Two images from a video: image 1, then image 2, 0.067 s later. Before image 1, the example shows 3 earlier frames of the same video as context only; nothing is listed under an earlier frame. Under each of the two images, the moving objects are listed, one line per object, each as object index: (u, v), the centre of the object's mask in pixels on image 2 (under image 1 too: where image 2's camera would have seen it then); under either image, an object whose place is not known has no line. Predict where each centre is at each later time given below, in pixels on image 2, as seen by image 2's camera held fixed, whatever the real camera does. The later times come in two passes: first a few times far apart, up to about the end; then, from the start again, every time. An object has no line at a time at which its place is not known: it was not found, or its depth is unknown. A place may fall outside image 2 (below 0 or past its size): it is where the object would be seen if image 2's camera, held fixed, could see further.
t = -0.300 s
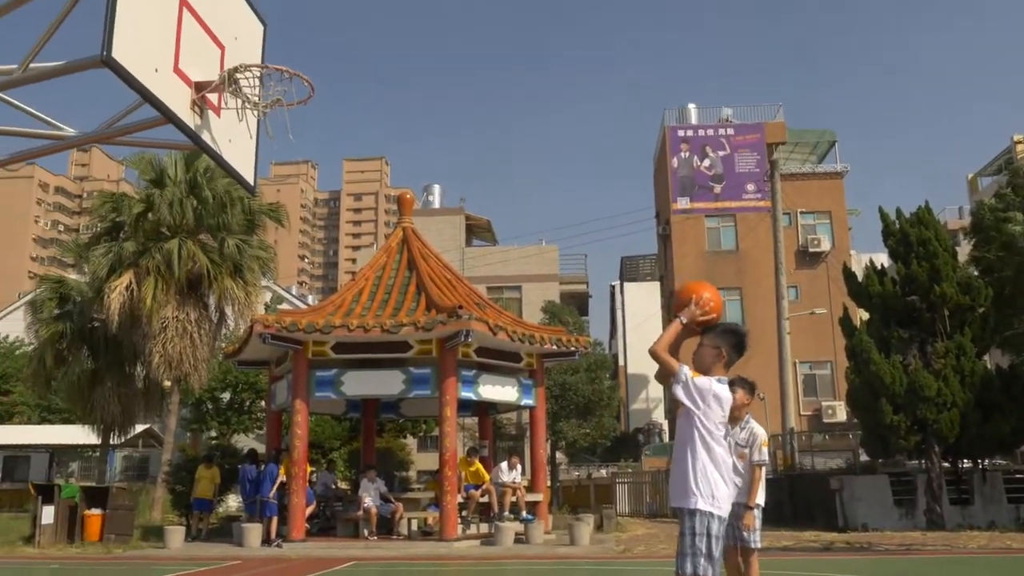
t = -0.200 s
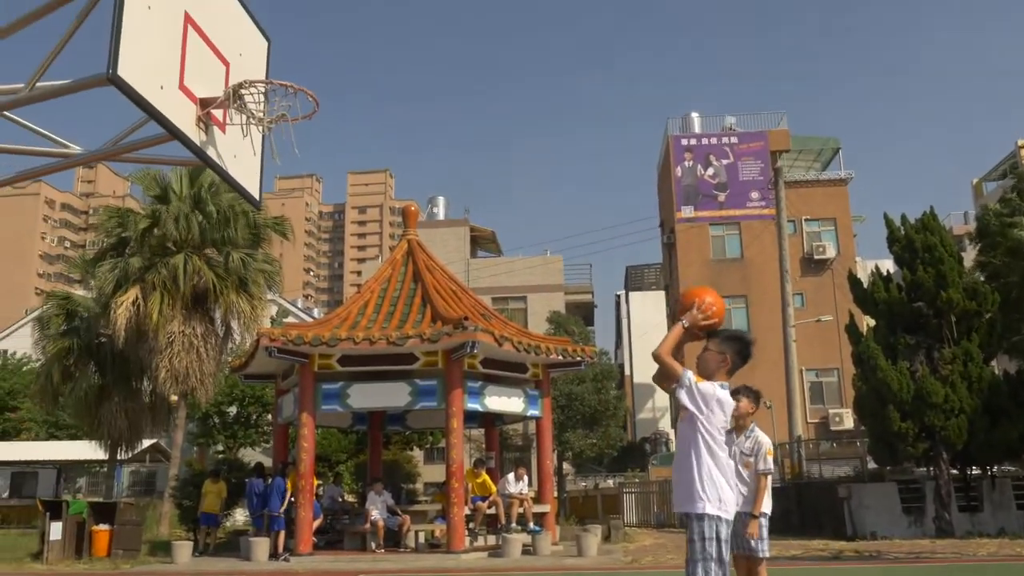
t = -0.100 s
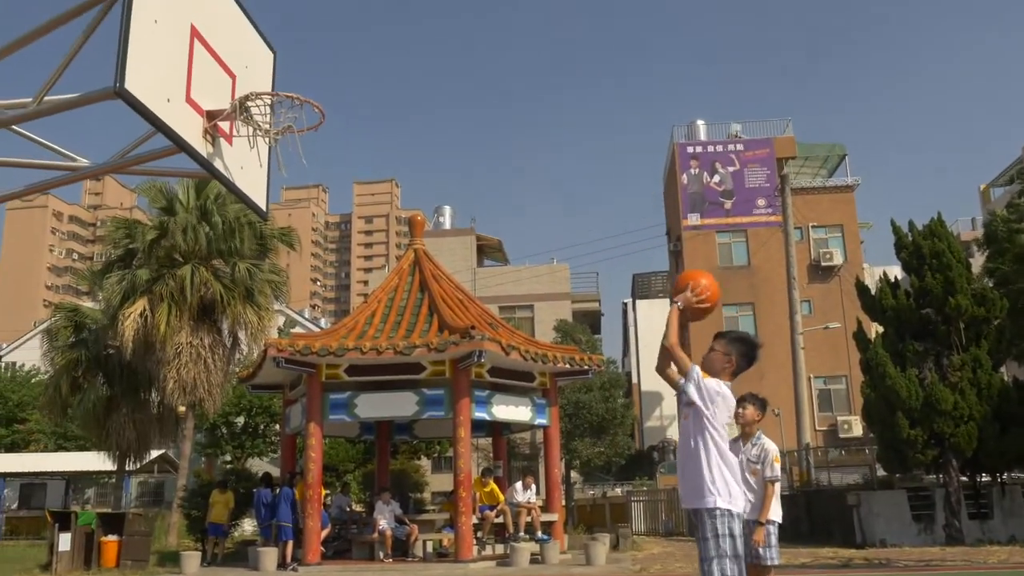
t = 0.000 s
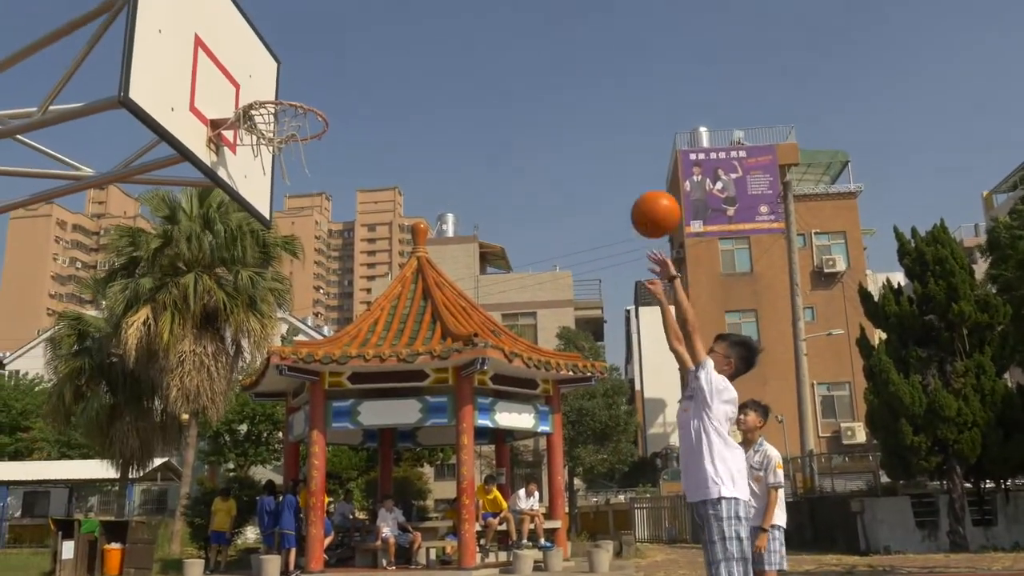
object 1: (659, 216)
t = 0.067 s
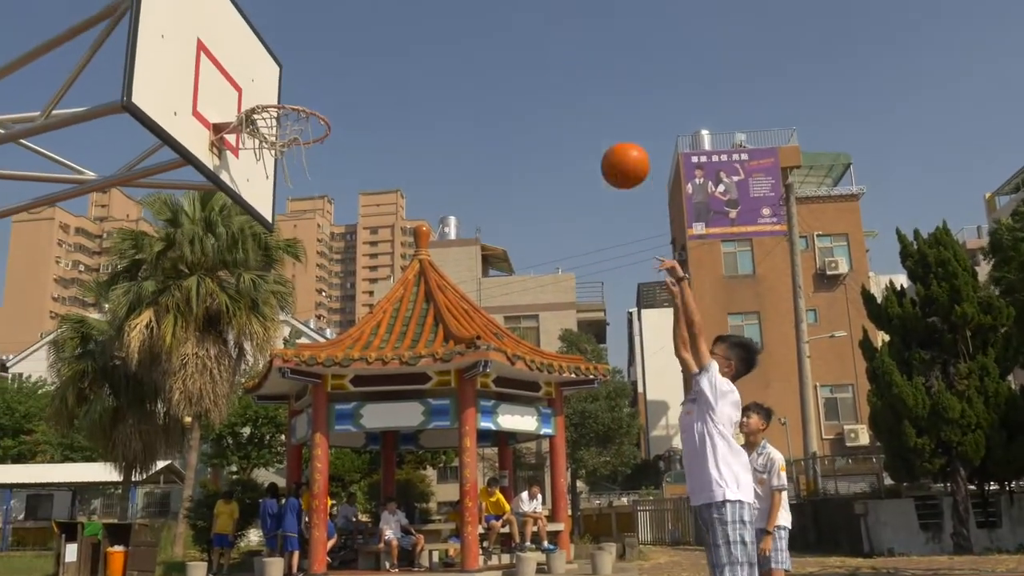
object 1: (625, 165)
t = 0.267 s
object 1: (537, 67)
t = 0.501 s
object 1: (449, 41)
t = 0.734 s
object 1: (360, 103)
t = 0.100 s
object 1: (609, 143)
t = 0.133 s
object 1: (595, 124)
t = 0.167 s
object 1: (581, 107)
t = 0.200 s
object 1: (566, 92)
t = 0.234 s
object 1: (551, 78)
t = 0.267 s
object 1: (537, 67)
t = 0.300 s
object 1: (523, 57)
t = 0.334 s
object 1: (508, 48)
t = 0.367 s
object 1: (495, 42)
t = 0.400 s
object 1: (485, 39)
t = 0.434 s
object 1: (473, 39)
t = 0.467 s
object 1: (460, 38)
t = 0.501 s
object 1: (449, 41)
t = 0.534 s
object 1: (435, 44)
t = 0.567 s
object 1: (422, 50)
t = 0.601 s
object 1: (409, 58)
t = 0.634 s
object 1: (396, 67)
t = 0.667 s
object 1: (384, 77)
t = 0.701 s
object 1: (371, 88)
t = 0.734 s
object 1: (360, 103)
